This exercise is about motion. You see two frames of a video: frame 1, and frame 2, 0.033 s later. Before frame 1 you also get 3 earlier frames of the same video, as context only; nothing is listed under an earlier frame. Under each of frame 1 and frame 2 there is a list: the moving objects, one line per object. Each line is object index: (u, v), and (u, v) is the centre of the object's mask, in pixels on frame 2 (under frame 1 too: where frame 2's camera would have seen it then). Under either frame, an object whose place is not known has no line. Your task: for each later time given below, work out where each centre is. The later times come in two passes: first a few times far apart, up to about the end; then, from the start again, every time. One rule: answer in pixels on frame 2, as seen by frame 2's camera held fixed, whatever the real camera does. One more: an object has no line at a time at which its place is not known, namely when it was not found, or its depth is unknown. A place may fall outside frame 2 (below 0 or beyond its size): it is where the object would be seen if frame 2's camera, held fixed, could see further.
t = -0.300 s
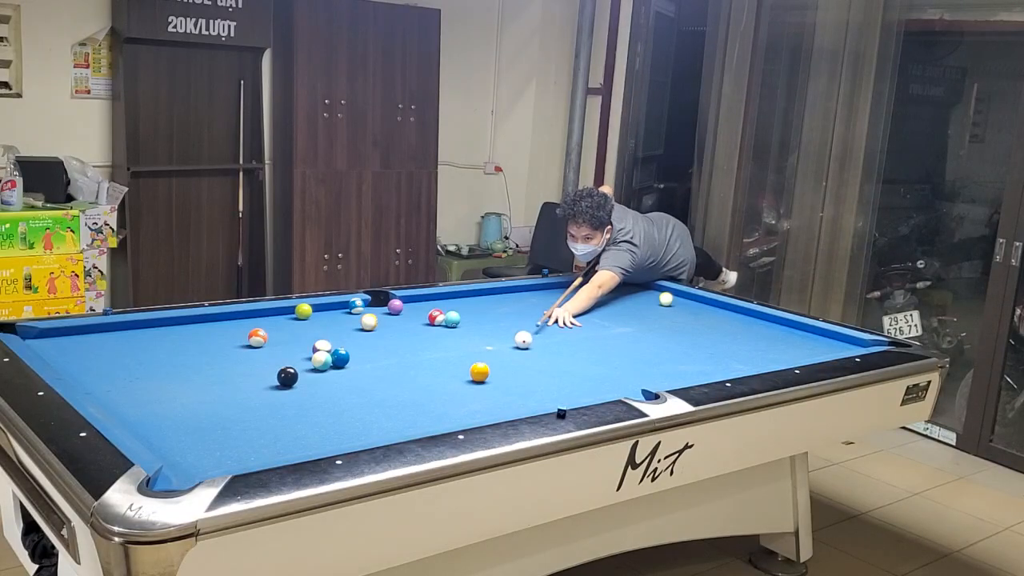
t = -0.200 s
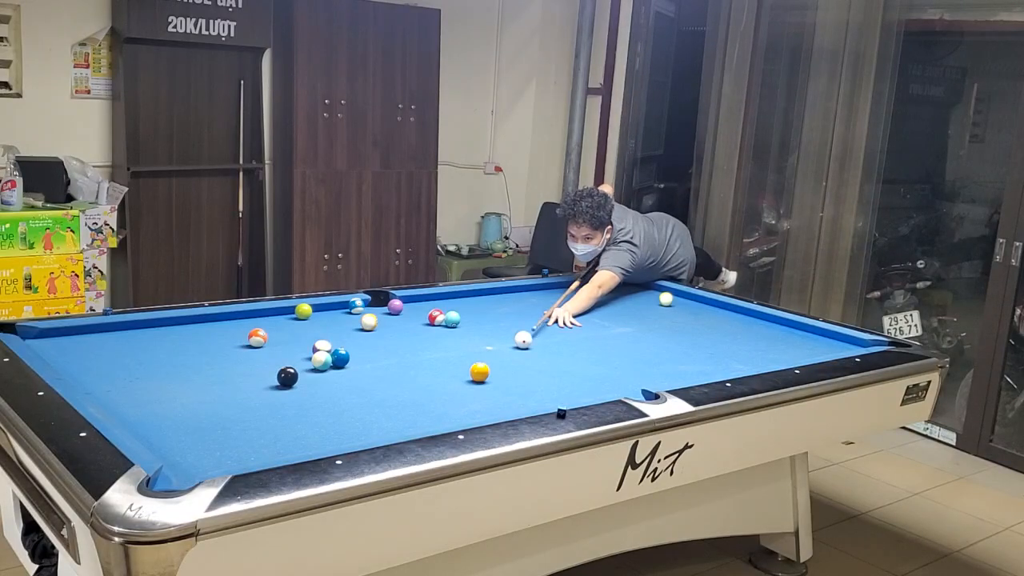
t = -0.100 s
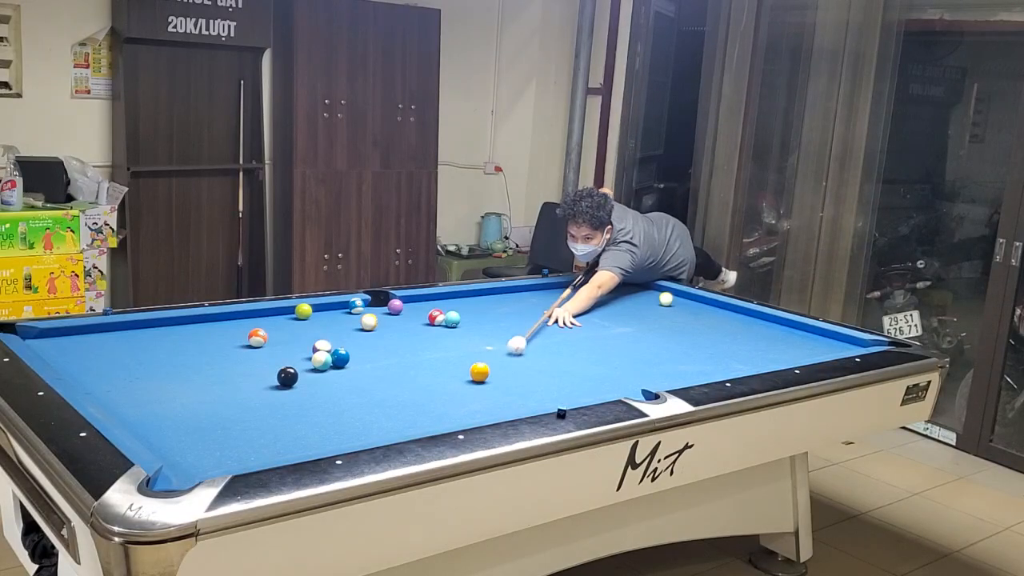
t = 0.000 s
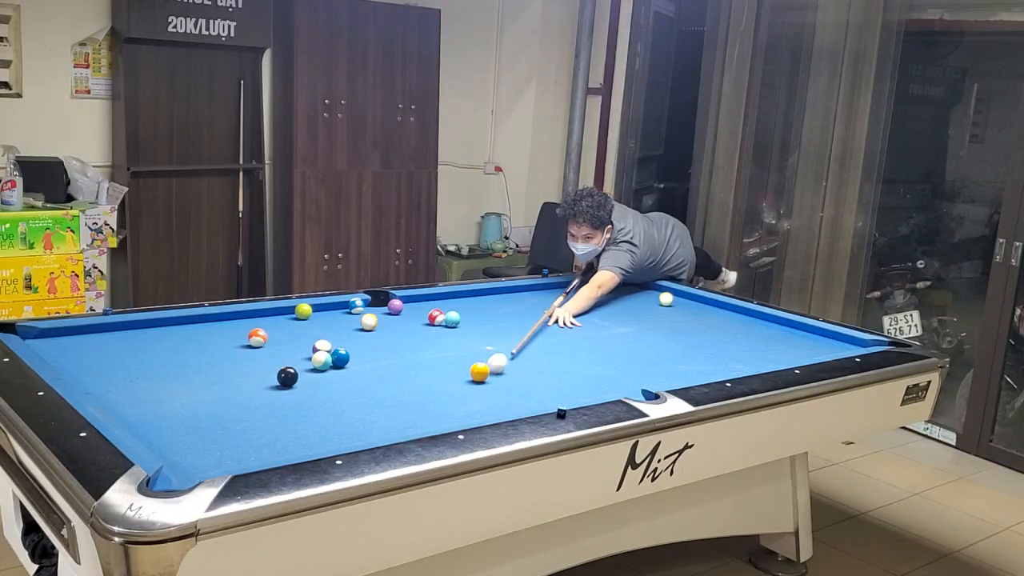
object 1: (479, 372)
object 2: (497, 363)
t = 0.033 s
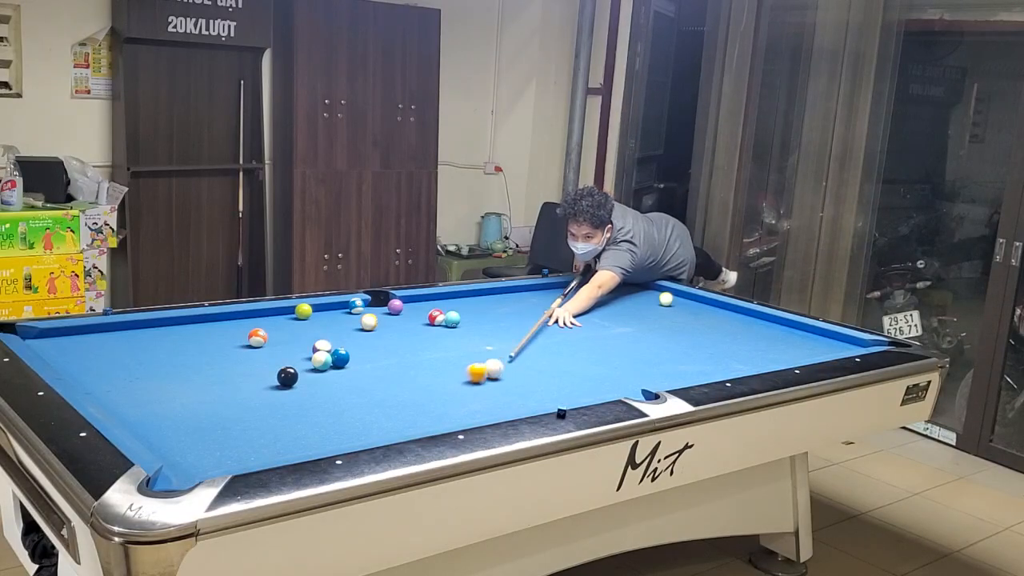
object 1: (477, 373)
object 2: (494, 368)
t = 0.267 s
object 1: (399, 397)
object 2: (524, 385)
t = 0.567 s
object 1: (295, 429)
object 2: (549, 398)
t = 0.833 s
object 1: (182, 464)
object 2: (520, 389)
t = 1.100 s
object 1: (211, 460)
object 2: (494, 378)
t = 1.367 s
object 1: (217, 443)
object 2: (470, 369)
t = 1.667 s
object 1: (223, 427)
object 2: (446, 360)
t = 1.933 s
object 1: (226, 414)
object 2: (427, 353)
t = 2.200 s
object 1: (229, 403)
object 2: (410, 346)
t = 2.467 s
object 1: (231, 393)
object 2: (393, 340)
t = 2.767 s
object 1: (232, 384)
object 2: (377, 334)
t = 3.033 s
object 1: (233, 376)
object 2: (364, 329)
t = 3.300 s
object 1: (234, 370)
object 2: (353, 325)
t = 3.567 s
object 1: (234, 365)
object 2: (343, 321)
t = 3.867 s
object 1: (234, 360)
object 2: (332, 318)
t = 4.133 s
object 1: (234, 356)
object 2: (325, 316)
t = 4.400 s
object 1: (235, 353)
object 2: (319, 313)
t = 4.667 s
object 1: (235, 351)
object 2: (319, 312)
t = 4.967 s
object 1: (235, 349)
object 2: (319, 312)
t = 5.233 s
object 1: (235, 347)
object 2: (319, 312)
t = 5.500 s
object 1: (235, 347)
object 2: (319, 312)
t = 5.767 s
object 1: (234, 347)
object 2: (319, 312)
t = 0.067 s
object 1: (464, 376)
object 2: (499, 371)
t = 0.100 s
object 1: (452, 380)
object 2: (504, 373)
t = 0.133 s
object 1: (441, 384)
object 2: (508, 375)
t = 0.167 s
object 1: (430, 387)
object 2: (512, 378)
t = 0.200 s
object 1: (419, 391)
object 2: (516, 380)
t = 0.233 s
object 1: (409, 393)
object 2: (520, 383)
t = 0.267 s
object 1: (399, 397)
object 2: (524, 385)
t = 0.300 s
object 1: (389, 400)
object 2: (529, 388)
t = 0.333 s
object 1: (378, 403)
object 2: (533, 390)
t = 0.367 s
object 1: (366, 407)
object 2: (538, 392)
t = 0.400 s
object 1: (355, 410)
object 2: (542, 395)
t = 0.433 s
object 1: (344, 414)
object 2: (547, 396)
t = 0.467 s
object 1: (332, 418)
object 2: (551, 398)
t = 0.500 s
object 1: (320, 422)
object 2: (555, 399)
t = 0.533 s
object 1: (307, 426)
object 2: (553, 398)
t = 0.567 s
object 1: (295, 429)
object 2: (549, 398)
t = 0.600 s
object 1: (282, 433)
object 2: (546, 397)
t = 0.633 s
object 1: (269, 437)
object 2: (542, 396)
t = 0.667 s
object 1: (255, 442)
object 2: (538, 396)
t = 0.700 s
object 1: (242, 446)
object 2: (534, 394)
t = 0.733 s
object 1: (227, 450)
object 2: (531, 393)
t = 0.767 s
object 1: (213, 455)
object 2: (527, 392)
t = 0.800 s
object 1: (197, 460)
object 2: (523, 390)
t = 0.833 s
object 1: (182, 464)
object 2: (520, 389)
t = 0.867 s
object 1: (182, 467)
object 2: (516, 388)
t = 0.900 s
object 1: (192, 469)
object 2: (513, 386)
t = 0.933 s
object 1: (202, 468)
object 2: (510, 385)
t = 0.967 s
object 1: (207, 467)
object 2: (506, 384)
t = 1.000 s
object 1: (208, 465)
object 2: (503, 382)
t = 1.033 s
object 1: (209, 463)
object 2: (500, 381)
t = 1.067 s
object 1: (211, 461)
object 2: (497, 380)
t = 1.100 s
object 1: (211, 460)
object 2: (494, 378)
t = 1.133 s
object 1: (212, 458)
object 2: (491, 377)
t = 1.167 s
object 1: (213, 456)
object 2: (488, 376)
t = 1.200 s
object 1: (214, 454)
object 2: (485, 375)
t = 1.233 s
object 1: (215, 452)
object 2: (481, 374)
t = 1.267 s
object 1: (215, 450)
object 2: (479, 372)
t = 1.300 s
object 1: (216, 447)
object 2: (476, 371)
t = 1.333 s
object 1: (217, 446)
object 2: (473, 370)
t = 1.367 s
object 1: (217, 443)
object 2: (470, 369)
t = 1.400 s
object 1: (218, 441)
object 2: (467, 368)
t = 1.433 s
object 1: (219, 439)
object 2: (464, 367)
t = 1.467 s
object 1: (219, 438)
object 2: (462, 366)
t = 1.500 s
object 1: (220, 436)
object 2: (459, 365)
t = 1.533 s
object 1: (221, 434)
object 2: (457, 364)
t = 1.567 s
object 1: (221, 432)
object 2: (454, 363)
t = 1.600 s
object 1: (222, 430)
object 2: (451, 362)
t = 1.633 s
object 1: (222, 429)
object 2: (449, 361)
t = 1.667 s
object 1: (223, 427)
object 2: (446, 360)
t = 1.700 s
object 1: (223, 425)
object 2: (444, 359)
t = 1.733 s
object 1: (223, 423)
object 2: (441, 358)
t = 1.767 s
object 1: (224, 422)
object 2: (439, 357)
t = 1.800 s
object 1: (225, 420)
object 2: (436, 356)
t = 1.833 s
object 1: (225, 419)
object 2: (434, 355)
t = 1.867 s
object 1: (225, 417)
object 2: (432, 354)
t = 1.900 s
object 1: (226, 416)
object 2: (429, 353)
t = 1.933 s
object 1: (226, 414)
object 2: (427, 353)
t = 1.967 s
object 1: (227, 413)
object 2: (425, 352)
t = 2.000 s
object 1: (227, 411)
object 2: (423, 351)
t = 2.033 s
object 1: (227, 410)
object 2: (420, 350)
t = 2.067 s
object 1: (228, 409)
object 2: (418, 349)
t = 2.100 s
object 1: (228, 407)
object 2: (416, 348)
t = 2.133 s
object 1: (228, 406)
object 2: (414, 347)
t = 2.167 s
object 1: (229, 404)
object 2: (412, 346)
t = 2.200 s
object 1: (229, 403)
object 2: (410, 346)
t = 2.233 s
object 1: (229, 402)
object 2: (408, 345)
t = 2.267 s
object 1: (230, 401)
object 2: (405, 344)
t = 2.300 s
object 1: (230, 399)
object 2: (403, 343)
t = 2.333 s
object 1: (230, 398)
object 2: (401, 343)
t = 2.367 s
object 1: (230, 397)
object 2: (399, 342)
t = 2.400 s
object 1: (230, 396)
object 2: (397, 341)
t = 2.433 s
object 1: (230, 395)
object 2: (395, 340)
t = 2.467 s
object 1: (231, 393)
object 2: (393, 340)
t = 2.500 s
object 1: (231, 392)
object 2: (391, 339)
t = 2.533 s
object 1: (231, 391)
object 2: (390, 338)
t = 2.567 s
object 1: (231, 390)
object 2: (388, 338)
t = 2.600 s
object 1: (231, 389)
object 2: (386, 337)
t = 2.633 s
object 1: (231, 388)
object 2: (384, 336)
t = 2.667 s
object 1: (232, 387)
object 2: (383, 336)
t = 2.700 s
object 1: (232, 386)
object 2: (381, 335)
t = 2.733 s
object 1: (232, 385)
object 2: (379, 334)
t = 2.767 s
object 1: (232, 384)
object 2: (377, 334)
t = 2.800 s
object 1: (232, 383)
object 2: (376, 333)
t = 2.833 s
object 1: (233, 382)
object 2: (374, 333)
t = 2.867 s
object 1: (233, 381)
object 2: (372, 332)
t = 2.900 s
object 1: (233, 380)
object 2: (371, 332)
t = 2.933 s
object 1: (233, 380)
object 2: (369, 331)
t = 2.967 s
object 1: (233, 378)
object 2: (367, 330)
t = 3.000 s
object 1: (233, 378)
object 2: (366, 330)
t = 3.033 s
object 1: (233, 376)
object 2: (364, 329)
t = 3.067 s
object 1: (233, 376)
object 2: (363, 328)
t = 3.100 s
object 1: (234, 375)
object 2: (361, 328)
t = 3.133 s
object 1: (234, 374)
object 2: (360, 328)
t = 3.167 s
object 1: (234, 373)
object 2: (358, 327)
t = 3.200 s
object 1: (234, 372)
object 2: (357, 327)
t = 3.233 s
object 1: (234, 372)
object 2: (356, 326)
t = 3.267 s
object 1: (234, 371)
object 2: (355, 326)
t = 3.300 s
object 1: (234, 370)
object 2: (353, 325)
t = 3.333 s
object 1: (234, 369)
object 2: (352, 324)
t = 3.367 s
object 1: (234, 369)
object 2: (351, 324)
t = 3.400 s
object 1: (234, 368)
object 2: (349, 324)
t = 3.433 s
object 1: (234, 367)
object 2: (348, 323)
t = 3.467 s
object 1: (234, 367)
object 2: (347, 323)
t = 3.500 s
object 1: (234, 366)
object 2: (345, 322)
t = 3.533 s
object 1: (234, 365)
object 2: (344, 322)
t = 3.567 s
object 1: (234, 365)
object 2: (343, 321)
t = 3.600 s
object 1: (234, 364)
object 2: (342, 321)
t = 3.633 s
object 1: (234, 364)
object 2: (340, 321)
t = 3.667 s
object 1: (234, 363)
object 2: (339, 320)
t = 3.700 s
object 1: (234, 363)
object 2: (338, 320)
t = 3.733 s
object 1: (234, 362)
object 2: (337, 319)
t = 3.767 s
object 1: (234, 361)
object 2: (336, 319)
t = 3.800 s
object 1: (234, 361)
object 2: (335, 319)
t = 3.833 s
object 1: (234, 360)
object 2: (334, 318)
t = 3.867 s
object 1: (234, 360)
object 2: (332, 318)
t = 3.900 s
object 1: (234, 359)
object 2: (331, 318)
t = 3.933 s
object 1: (234, 359)
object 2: (330, 317)
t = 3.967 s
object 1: (234, 358)
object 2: (329, 317)
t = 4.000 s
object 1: (234, 358)
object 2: (328, 317)
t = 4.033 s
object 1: (234, 357)
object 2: (327, 316)
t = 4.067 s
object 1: (234, 357)
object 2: (326, 316)
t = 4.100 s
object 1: (234, 356)
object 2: (325, 316)
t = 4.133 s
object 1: (234, 356)
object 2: (325, 316)
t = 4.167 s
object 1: (234, 356)
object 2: (324, 315)
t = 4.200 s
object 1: (234, 355)
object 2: (323, 315)
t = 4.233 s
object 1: (234, 355)
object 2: (322, 314)
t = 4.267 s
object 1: (235, 354)
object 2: (321, 314)
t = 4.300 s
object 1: (235, 354)
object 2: (320, 314)
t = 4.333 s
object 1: (234, 354)
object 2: (319, 314)
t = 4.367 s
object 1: (235, 353)
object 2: (319, 313)
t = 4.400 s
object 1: (235, 353)
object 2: (319, 313)
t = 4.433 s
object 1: (235, 353)
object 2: (319, 313)
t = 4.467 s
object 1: (234, 352)
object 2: (319, 313)
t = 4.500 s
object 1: (234, 352)
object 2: (319, 313)
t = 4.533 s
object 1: (235, 352)
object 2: (319, 313)
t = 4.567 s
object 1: (235, 352)
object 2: (319, 313)
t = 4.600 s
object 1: (235, 351)
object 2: (319, 313)
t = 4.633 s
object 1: (235, 351)
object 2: (319, 312)
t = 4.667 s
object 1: (235, 351)
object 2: (319, 312)
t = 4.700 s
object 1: (235, 350)
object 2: (319, 312)
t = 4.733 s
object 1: (235, 350)
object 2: (319, 312)
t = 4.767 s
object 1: (235, 350)
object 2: (319, 312)
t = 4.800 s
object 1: (235, 350)
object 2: (319, 312)
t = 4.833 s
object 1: (235, 349)
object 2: (319, 312)
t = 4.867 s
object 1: (235, 349)
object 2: (319, 312)
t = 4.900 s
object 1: (235, 349)
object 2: (319, 312)
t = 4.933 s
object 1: (235, 349)
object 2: (319, 312)
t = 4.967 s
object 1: (235, 349)
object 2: (319, 312)
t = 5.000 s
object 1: (235, 349)
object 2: (319, 312)
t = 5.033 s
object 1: (235, 348)
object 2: (319, 312)
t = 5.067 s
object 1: (235, 348)
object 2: (319, 312)
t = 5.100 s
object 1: (235, 348)
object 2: (319, 312)
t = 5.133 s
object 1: (235, 348)
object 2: (319, 312)
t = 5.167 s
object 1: (235, 348)
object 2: (319, 312)
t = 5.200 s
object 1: (235, 347)
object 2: (319, 312)
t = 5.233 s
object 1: (235, 347)
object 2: (319, 312)
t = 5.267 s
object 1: (235, 347)
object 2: (319, 312)
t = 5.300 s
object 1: (235, 347)
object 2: (319, 312)
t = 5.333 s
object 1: (235, 347)
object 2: (319, 312)
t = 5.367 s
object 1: (235, 347)
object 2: (319, 312)
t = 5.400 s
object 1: (235, 347)
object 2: (319, 312)
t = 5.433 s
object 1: (235, 347)
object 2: (319, 312)
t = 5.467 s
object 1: (235, 347)
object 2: (319, 312)
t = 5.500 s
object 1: (235, 347)
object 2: (319, 312)
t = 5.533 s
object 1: (235, 347)
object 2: (319, 312)
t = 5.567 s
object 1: (235, 347)
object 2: (319, 312)
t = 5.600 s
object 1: (234, 347)
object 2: (319, 312)
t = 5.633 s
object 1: (234, 346)
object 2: (319, 312)
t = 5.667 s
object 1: (234, 346)
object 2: (319, 312)
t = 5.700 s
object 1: (234, 347)
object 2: (319, 312)
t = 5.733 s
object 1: (234, 346)
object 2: (319, 312)
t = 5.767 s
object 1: (234, 347)
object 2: (319, 312)
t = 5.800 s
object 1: (234, 346)
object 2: (319, 312)
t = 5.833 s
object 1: (234, 346)
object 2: (319, 312)
